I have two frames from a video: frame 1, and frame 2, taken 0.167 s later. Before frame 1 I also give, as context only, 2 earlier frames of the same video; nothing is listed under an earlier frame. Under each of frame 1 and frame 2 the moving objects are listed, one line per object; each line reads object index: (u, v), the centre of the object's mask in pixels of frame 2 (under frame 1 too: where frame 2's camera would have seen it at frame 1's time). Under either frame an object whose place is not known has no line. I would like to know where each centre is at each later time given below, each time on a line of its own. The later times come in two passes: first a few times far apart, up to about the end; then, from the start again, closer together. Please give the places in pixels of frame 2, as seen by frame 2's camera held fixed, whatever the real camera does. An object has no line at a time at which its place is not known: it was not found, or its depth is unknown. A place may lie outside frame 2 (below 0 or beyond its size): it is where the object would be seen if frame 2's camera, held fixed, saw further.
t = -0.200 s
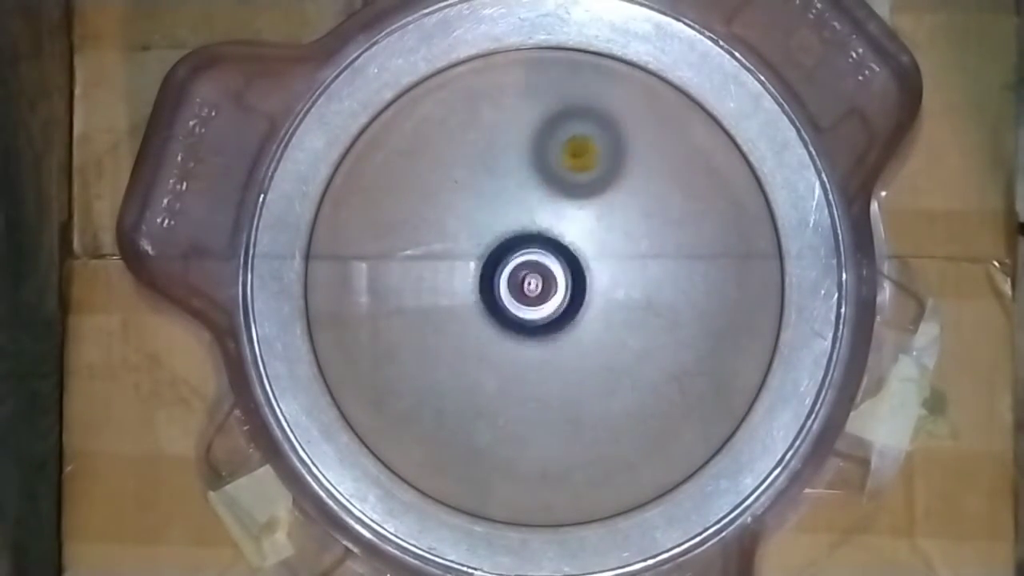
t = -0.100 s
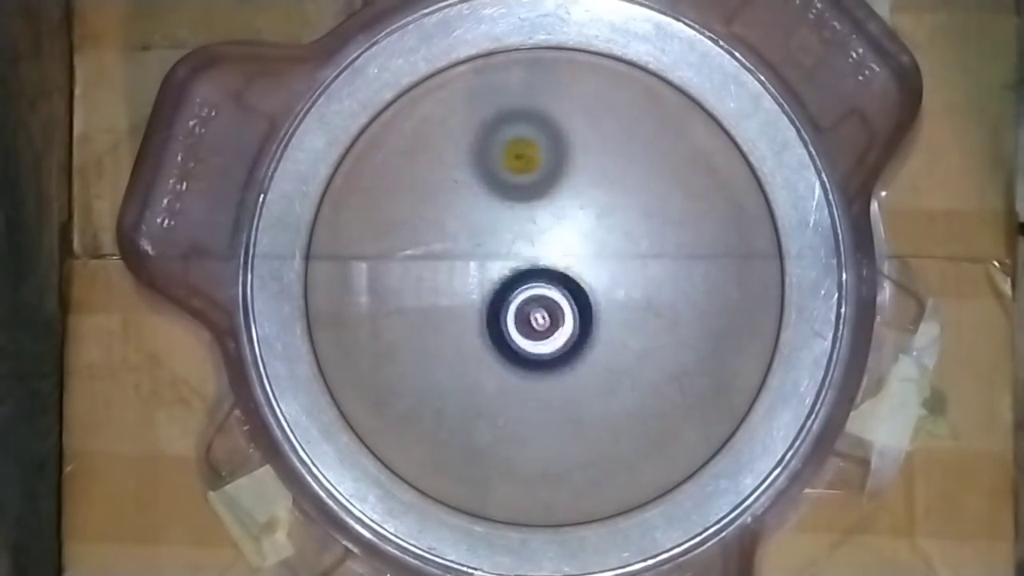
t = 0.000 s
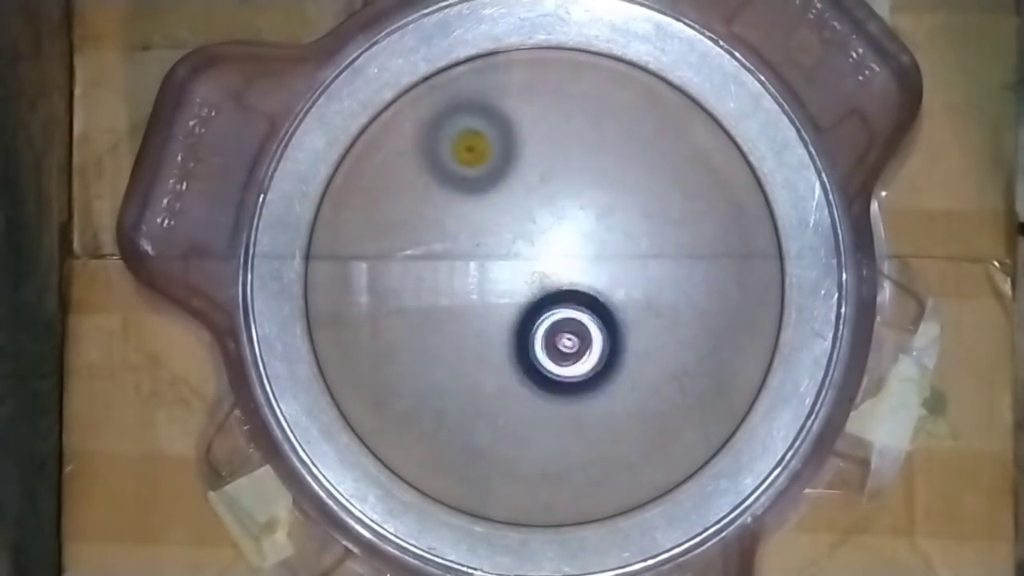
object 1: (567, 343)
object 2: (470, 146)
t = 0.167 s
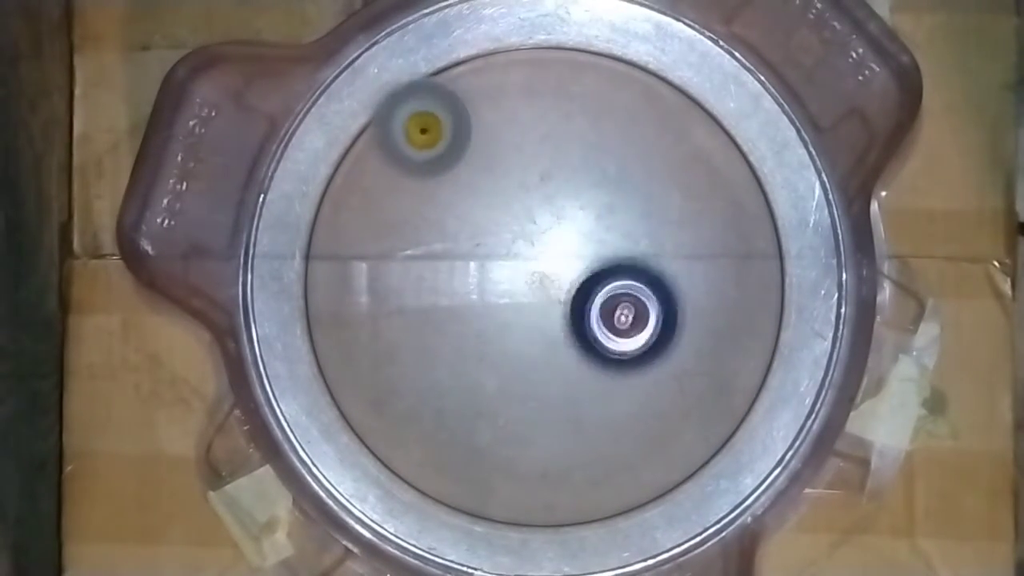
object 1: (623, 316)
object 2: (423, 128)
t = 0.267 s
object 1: (620, 268)
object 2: (417, 133)
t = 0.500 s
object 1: (557, 264)
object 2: (383, 205)
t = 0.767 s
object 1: (629, 316)
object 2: (344, 224)
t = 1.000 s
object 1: (626, 259)
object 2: (430, 319)
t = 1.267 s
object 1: (515, 302)
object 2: (474, 465)
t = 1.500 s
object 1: (529, 338)
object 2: (495, 503)
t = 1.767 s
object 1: (506, 197)
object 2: (580, 485)
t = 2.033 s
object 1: (429, 253)
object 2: (658, 449)
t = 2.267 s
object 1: (545, 327)
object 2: (709, 367)
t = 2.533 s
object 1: (533, 249)
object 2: (739, 257)
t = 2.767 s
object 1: (462, 279)
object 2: (732, 181)
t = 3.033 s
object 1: (539, 342)
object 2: (622, 131)
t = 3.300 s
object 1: (604, 229)
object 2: (483, 138)
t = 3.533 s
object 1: (513, 188)
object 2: (403, 188)
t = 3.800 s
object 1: (549, 280)
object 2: (366, 299)
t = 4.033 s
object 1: (644, 282)
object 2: (431, 393)
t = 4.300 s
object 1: (622, 232)
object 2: (553, 452)
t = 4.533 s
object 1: (547, 292)
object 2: (652, 430)
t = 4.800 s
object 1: (569, 389)
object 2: (702, 325)
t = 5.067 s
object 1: (606, 339)
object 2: (664, 197)
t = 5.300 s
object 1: (525, 279)
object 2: (583, 129)
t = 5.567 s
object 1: (455, 325)
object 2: (478, 140)
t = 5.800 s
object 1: (509, 338)
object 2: (422, 221)
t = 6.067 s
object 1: (556, 246)
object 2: (432, 344)
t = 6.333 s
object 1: (508, 206)
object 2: (508, 428)
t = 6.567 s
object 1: (515, 261)
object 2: (598, 426)
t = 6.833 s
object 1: (593, 272)
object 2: (684, 381)
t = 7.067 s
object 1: (604, 221)
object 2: (693, 387)
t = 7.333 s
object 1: (529, 230)
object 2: (625, 310)
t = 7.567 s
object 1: (459, 303)
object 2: (586, 245)
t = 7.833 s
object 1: (537, 366)
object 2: (549, 198)
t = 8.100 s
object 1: (612, 280)
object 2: (511, 202)
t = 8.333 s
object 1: (628, 229)
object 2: (465, 193)
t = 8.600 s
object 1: (585, 256)
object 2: (468, 264)
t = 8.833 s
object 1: (622, 309)
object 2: (453, 332)
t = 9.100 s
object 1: (623, 310)
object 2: (505, 371)
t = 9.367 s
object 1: (641, 245)
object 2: (481, 367)
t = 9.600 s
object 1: (596, 188)
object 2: (502, 350)
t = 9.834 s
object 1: (556, 164)
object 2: (475, 404)
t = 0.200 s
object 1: (627, 301)
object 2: (419, 127)
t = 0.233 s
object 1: (626, 284)
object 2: (417, 129)
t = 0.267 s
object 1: (620, 268)
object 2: (417, 133)
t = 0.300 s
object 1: (610, 253)
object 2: (419, 139)
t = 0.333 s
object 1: (594, 240)
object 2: (423, 149)
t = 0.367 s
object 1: (577, 233)
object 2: (429, 163)
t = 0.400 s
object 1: (558, 229)
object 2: (433, 177)
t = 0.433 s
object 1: (547, 233)
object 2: (424, 191)
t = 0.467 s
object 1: (553, 249)
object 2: (401, 201)
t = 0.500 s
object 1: (557, 264)
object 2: (383, 205)
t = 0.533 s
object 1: (563, 276)
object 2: (368, 208)
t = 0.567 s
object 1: (569, 288)
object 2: (357, 209)
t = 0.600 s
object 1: (578, 299)
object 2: (346, 210)
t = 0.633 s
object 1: (586, 307)
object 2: (340, 210)
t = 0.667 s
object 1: (597, 312)
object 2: (336, 211)
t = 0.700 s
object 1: (608, 316)
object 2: (336, 215)
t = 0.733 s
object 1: (619, 317)
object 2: (338, 219)
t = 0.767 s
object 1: (629, 316)
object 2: (344, 224)
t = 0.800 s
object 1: (637, 311)
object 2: (352, 231)
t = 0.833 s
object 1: (645, 304)
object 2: (360, 242)
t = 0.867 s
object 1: (649, 295)
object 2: (376, 253)
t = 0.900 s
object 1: (648, 285)
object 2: (389, 267)
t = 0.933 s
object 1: (644, 275)
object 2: (404, 282)
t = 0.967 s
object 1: (637, 266)
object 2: (416, 299)
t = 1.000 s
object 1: (626, 259)
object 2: (430, 319)
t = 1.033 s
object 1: (613, 254)
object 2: (442, 338)
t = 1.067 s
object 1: (599, 252)
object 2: (450, 356)
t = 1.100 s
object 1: (583, 253)
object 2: (459, 379)
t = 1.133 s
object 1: (566, 258)
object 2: (464, 400)
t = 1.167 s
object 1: (550, 266)
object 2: (469, 418)
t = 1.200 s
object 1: (536, 277)
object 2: (472, 436)
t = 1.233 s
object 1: (524, 288)
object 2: (474, 451)
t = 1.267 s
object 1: (515, 302)
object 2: (474, 465)
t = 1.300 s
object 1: (508, 314)
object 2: (474, 475)
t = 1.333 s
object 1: (504, 327)
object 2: (474, 482)
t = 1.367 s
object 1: (502, 341)
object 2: (476, 488)
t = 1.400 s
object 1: (503, 354)
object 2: (478, 489)
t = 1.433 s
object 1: (506, 366)
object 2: (482, 489)
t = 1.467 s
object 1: (515, 362)
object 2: (486, 498)
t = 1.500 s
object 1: (529, 338)
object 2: (495, 503)
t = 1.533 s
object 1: (540, 317)
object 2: (507, 500)
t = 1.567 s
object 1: (547, 294)
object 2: (518, 488)
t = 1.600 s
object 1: (549, 272)
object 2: (529, 480)
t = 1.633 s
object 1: (547, 252)
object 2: (541, 474)
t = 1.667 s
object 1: (540, 233)
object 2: (549, 472)
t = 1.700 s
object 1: (531, 218)
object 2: (557, 476)
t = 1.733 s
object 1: (519, 205)
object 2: (568, 480)
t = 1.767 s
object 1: (506, 197)
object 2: (580, 485)
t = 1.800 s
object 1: (492, 192)
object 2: (593, 489)
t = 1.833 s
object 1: (477, 190)
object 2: (606, 493)
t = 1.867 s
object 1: (463, 193)
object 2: (616, 490)
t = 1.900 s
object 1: (449, 198)
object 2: (621, 480)
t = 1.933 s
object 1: (439, 208)
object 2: (628, 472)
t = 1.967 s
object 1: (431, 220)
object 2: (637, 465)
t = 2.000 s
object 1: (427, 236)
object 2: (649, 458)
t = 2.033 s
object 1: (429, 253)
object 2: (658, 449)
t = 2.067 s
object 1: (434, 271)
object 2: (668, 440)
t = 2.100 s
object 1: (446, 287)
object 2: (678, 429)
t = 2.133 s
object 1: (460, 302)
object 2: (686, 416)
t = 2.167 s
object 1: (479, 314)
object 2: (694, 405)
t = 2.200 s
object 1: (499, 322)
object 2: (700, 393)
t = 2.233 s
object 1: (522, 327)
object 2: (706, 381)
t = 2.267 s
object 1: (545, 327)
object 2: (709, 367)
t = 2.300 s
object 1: (568, 324)
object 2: (712, 353)
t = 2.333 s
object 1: (588, 316)
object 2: (713, 339)
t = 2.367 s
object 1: (595, 305)
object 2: (729, 324)
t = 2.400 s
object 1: (581, 291)
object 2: (751, 310)
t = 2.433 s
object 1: (570, 278)
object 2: (763, 296)
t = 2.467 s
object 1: (558, 266)
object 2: (753, 282)
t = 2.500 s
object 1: (546, 255)
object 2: (744, 270)
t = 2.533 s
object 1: (533, 249)
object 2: (739, 257)
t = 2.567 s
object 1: (519, 245)
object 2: (740, 246)
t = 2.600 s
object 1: (506, 243)
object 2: (744, 237)
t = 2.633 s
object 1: (494, 246)
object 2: (749, 225)
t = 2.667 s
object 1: (483, 251)
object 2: (749, 212)
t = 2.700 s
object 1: (474, 258)
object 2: (746, 200)
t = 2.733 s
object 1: (466, 268)
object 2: (739, 190)
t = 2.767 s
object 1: (462, 279)
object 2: (732, 181)
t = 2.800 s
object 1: (461, 291)
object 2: (723, 172)
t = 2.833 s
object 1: (464, 303)
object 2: (713, 161)
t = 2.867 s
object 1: (470, 317)
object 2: (700, 152)
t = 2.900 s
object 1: (479, 327)
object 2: (685, 144)
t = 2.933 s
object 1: (491, 335)
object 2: (671, 140)
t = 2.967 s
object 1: (506, 341)
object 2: (657, 136)
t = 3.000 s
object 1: (523, 344)
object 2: (640, 134)
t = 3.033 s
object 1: (539, 342)
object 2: (622, 131)
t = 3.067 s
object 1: (556, 335)
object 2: (604, 130)
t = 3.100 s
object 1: (573, 327)
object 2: (586, 129)
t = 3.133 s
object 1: (586, 316)
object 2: (568, 129)
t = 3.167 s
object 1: (597, 300)
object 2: (551, 130)
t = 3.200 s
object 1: (605, 283)
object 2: (533, 131)
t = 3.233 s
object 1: (609, 265)
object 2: (516, 132)
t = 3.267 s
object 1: (608, 247)
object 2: (500, 134)
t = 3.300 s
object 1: (604, 229)
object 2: (483, 138)
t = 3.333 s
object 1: (597, 212)
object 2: (468, 142)
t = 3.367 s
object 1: (588, 199)
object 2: (453, 148)
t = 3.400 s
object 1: (575, 189)
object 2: (441, 153)
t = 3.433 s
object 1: (561, 183)
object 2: (428, 161)
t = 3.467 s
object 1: (545, 180)
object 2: (418, 168)
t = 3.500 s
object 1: (528, 182)
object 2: (408, 177)
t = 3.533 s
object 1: (513, 188)
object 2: (403, 188)
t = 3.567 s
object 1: (506, 197)
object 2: (389, 198)
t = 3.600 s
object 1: (504, 208)
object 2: (379, 212)
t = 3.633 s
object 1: (505, 220)
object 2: (374, 227)
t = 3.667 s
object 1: (509, 233)
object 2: (369, 242)
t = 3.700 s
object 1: (515, 246)
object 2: (367, 257)
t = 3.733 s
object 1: (525, 259)
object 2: (364, 269)
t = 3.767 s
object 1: (536, 271)
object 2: (364, 285)
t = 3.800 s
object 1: (549, 280)
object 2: (366, 299)
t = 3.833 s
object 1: (565, 288)
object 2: (372, 314)
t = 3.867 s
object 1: (579, 293)
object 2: (378, 327)
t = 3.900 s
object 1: (594, 296)
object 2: (385, 342)
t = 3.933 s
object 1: (608, 296)
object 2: (396, 355)
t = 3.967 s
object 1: (621, 293)
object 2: (406, 368)
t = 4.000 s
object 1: (633, 289)
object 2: (419, 381)
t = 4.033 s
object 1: (644, 282)
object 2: (431, 393)
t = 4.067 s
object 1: (651, 274)
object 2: (446, 404)
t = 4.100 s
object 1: (657, 265)
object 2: (460, 414)
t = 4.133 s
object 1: (658, 255)
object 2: (476, 423)
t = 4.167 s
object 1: (656, 247)
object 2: (490, 431)
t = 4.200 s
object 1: (650, 240)
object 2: (505, 439)
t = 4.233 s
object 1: (642, 235)
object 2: (521, 445)
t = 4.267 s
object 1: (633, 232)
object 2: (537, 449)
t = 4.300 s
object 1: (622, 232)
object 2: (553, 452)
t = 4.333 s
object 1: (610, 233)
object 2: (569, 453)
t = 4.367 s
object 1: (599, 238)
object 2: (584, 454)
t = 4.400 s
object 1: (587, 244)
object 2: (599, 452)
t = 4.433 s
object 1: (575, 254)
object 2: (614, 449)
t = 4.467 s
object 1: (564, 265)
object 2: (627, 444)
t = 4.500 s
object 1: (555, 278)
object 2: (640, 438)
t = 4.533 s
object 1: (547, 292)
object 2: (652, 430)
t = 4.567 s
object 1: (543, 307)
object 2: (663, 421)
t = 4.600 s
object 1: (541, 322)
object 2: (672, 411)
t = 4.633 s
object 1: (540, 336)
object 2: (681, 399)
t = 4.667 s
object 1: (542, 350)
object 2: (687, 386)
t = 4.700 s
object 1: (546, 362)
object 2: (693, 371)
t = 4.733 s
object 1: (552, 373)
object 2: (697, 356)
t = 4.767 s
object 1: (560, 382)
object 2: (700, 341)
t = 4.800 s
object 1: (569, 389)
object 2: (702, 325)
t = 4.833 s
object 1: (578, 392)
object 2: (702, 308)
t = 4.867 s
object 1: (587, 392)
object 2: (699, 291)
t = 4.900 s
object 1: (595, 389)
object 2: (697, 274)
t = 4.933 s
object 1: (601, 382)
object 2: (692, 258)
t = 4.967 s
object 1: (605, 373)
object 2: (688, 242)
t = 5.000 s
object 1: (607, 362)
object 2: (680, 226)
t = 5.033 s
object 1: (607, 350)
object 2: (673, 211)
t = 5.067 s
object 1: (606, 339)
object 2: (664, 197)
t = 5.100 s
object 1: (600, 325)
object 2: (655, 184)
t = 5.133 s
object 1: (592, 313)
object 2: (644, 171)
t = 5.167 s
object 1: (582, 303)
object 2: (634, 160)
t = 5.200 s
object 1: (569, 293)
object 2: (622, 150)
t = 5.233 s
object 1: (555, 286)
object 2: (610, 142)
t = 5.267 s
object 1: (540, 281)
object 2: (597, 134)
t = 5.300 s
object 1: (525, 279)
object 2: (583, 129)
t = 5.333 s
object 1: (510, 279)
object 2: (570, 125)
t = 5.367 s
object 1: (497, 281)
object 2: (557, 122)
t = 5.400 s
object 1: (485, 285)
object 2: (543, 121)
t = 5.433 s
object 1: (474, 291)
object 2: (528, 121)
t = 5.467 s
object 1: (465, 298)
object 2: (515, 123)
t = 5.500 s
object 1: (459, 306)
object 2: (502, 127)
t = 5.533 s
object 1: (455, 316)
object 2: (490, 132)
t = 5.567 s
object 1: (455, 325)
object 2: (478, 140)
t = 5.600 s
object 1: (458, 332)
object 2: (467, 148)
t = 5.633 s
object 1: (463, 338)
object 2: (458, 158)
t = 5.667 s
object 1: (470, 343)
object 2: (448, 168)
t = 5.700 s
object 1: (479, 345)
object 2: (439, 180)
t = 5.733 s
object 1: (489, 344)
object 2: (433, 194)
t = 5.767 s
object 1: (499, 342)
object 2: (427, 208)
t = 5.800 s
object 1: (509, 338)
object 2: (422, 221)
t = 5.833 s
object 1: (520, 331)
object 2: (418, 235)
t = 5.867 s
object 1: (530, 323)
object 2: (416, 251)
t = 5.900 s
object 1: (539, 313)
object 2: (415, 268)
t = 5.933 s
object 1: (547, 301)
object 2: (416, 283)
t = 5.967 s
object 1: (552, 288)
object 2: (417, 298)
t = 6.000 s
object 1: (555, 274)
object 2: (422, 315)
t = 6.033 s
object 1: (557, 260)
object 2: (425, 328)
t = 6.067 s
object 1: (556, 246)
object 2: (432, 344)
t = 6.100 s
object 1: (553, 234)
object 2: (439, 357)
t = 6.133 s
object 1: (548, 223)
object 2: (446, 370)
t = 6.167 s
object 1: (542, 214)
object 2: (455, 383)
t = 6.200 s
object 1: (536, 207)
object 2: (464, 395)
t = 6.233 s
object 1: (527, 202)
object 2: (475, 406)
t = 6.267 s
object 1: (520, 201)
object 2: (485, 415)
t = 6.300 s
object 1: (513, 202)
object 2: (496, 422)
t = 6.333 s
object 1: (508, 206)
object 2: (508, 428)
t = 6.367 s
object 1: (503, 211)
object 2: (521, 432)
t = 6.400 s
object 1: (500, 219)
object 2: (534, 435)
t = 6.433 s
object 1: (499, 226)
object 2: (547, 436)
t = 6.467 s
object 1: (500, 235)
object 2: (560, 436)
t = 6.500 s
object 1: (503, 243)
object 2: (574, 435)
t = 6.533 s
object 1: (508, 252)
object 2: (586, 432)
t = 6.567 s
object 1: (515, 261)
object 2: (598, 426)
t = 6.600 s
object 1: (523, 268)
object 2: (610, 419)
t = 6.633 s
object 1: (531, 275)
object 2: (621, 412)
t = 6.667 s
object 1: (542, 281)
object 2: (631, 402)
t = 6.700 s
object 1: (553, 285)
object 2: (641, 392)
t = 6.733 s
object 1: (565, 288)
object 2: (649, 381)
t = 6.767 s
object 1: (576, 289)
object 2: (657, 370)
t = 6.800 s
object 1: (585, 280)
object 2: (672, 377)
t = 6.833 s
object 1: (593, 272)
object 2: (684, 381)
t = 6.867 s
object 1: (601, 264)
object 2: (692, 386)
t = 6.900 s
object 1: (607, 255)
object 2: (699, 390)
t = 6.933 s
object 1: (611, 246)
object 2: (703, 393)
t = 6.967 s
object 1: (613, 236)
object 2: (706, 395)
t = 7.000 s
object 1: (612, 230)
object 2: (706, 395)
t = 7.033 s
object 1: (609, 225)
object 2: (702, 393)
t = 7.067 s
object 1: (604, 221)
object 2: (693, 387)
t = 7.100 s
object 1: (598, 219)
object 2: (683, 379)
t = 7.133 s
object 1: (592, 218)
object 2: (673, 369)
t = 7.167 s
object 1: (585, 220)
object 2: (662, 356)
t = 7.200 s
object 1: (578, 224)
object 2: (650, 343)
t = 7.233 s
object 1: (572, 229)
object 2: (639, 328)
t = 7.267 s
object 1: (559, 228)
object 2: (635, 322)
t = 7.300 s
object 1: (543, 228)
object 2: (632, 318)
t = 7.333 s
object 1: (529, 230)
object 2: (625, 310)
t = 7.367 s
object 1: (515, 235)
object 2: (618, 300)
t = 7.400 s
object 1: (502, 243)
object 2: (611, 290)
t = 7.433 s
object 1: (488, 250)
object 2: (607, 281)
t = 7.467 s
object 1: (476, 262)
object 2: (602, 272)
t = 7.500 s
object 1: (467, 275)
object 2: (598, 263)
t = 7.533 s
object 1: (462, 288)
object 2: (592, 254)
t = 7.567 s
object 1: (459, 303)
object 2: (586, 245)
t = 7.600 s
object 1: (459, 317)
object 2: (581, 236)
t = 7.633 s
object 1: (462, 331)
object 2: (577, 228)
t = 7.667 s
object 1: (469, 343)
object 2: (572, 221)
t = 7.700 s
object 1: (478, 353)
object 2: (566, 215)
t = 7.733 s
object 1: (491, 361)
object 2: (561, 209)
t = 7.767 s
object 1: (505, 366)
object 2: (557, 203)
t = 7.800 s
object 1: (520, 368)
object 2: (553, 200)
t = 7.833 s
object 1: (537, 366)
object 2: (549, 198)
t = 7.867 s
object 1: (552, 361)
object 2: (544, 197)
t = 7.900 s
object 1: (566, 352)
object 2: (540, 196)
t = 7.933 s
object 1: (579, 341)
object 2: (537, 198)
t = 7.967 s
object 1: (589, 328)
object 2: (534, 201)
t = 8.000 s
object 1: (596, 314)
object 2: (530, 206)
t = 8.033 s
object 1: (602, 298)
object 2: (525, 211)
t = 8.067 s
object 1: (604, 286)
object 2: (522, 209)
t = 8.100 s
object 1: (612, 280)
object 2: (511, 202)
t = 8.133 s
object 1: (621, 274)
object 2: (500, 198)
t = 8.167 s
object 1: (628, 267)
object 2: (491, 194)
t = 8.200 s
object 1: (634, 259)
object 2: (483, 192)
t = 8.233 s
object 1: (636, 250)
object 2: (477, 189)
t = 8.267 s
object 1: (636, 243)
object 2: (472, 189)
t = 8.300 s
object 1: (633, 235)
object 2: (468, 191)
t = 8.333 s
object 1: (628, 229)
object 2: (465, 193)
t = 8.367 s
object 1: (620, 225)
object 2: (465, 197)
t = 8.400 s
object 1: (611, 223)
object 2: (466, 203)
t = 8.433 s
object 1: (601, 224)
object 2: (468, 212)
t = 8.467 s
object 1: (590, 226)
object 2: (469, 220)
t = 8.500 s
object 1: (586, 232)
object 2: (467, 229)
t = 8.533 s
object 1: (585, 239)
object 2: (468, 240)
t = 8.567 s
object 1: (585, 248)
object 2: (469, 252)
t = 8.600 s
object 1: (585, 256)
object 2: (468, 264)
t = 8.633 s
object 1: (588, 266)
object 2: (465, 276)
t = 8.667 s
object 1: (595, 276)
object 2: (460, 287)
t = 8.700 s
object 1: (601, 284)
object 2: (457, 297)
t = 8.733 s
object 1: (607, 291)
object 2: (454, 307)
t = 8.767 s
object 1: (612, 298)
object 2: (452, 315)
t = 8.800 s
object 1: (617, 304)
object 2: (452, 324)
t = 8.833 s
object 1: (622, 309)
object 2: (453, 332)
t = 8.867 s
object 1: (627, 314)
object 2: (454, 339)
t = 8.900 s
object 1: (632, 317)
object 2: (458, 345)
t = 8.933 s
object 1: (636, 318)
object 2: (464, 352)
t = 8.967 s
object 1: (639, 318)
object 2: (470, 358)
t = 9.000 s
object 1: (639, 316)
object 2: (476, 361)
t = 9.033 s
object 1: (636, 313)
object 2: (485, 364)
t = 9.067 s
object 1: (631, 311)
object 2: (495, 368)
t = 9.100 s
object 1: (623, 310)
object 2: (505, 371)
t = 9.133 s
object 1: (613, 310)
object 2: (515, 372)
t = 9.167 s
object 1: (617, 307)
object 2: (512, 377)
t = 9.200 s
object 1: (629, 296)
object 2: (500, 381)
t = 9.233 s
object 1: (636, 285)
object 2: (493, 383)
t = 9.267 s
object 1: (640, 276)
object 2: (487, 383)
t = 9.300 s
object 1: (643, 266)
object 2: (482, 379)
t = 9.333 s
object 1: (643, 255)
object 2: (481, 373)
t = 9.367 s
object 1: (641, 245)
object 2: (481, 367)
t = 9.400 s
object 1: (637, 237)
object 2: (483, 358)
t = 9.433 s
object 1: (630, 229)
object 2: (486, 348)
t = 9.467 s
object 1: (622, 224)
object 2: (492, 339)
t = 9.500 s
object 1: (612, 221)
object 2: (500, 331)
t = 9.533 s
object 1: (600, 219)
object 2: (508, 321)
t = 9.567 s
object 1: (593, 203)
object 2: (512, 331)
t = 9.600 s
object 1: (596, 188)
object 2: (502, 350)
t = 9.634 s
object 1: (594, 171)
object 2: (490, 370)
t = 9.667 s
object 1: (590, 165)
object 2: (485, 381)
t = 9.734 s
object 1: (578, 158)
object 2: (478, 395)
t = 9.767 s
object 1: (571, 157)
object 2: (475, 400)
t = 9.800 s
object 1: (564, 159)
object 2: (474, 402)
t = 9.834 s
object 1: (556, 164)
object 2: (475, 404)
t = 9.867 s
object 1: (549, 173)
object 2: (476, 402)
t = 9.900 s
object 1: (544, 184)
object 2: (481, 397)
